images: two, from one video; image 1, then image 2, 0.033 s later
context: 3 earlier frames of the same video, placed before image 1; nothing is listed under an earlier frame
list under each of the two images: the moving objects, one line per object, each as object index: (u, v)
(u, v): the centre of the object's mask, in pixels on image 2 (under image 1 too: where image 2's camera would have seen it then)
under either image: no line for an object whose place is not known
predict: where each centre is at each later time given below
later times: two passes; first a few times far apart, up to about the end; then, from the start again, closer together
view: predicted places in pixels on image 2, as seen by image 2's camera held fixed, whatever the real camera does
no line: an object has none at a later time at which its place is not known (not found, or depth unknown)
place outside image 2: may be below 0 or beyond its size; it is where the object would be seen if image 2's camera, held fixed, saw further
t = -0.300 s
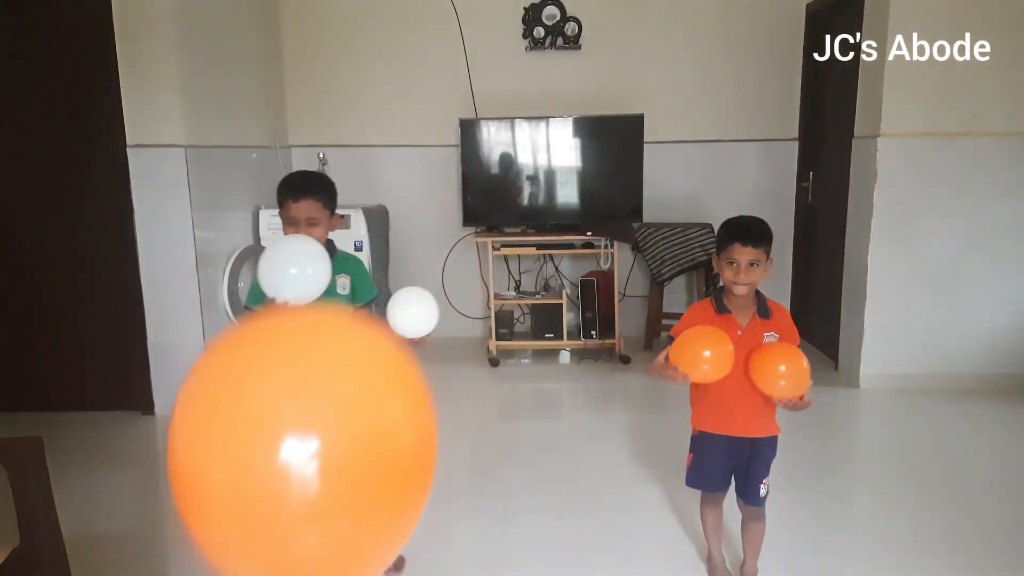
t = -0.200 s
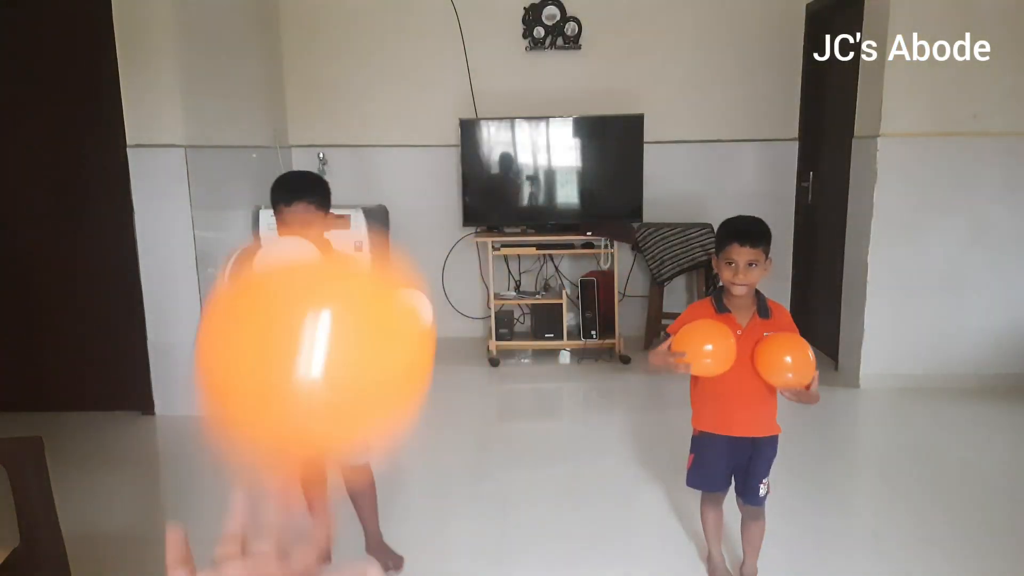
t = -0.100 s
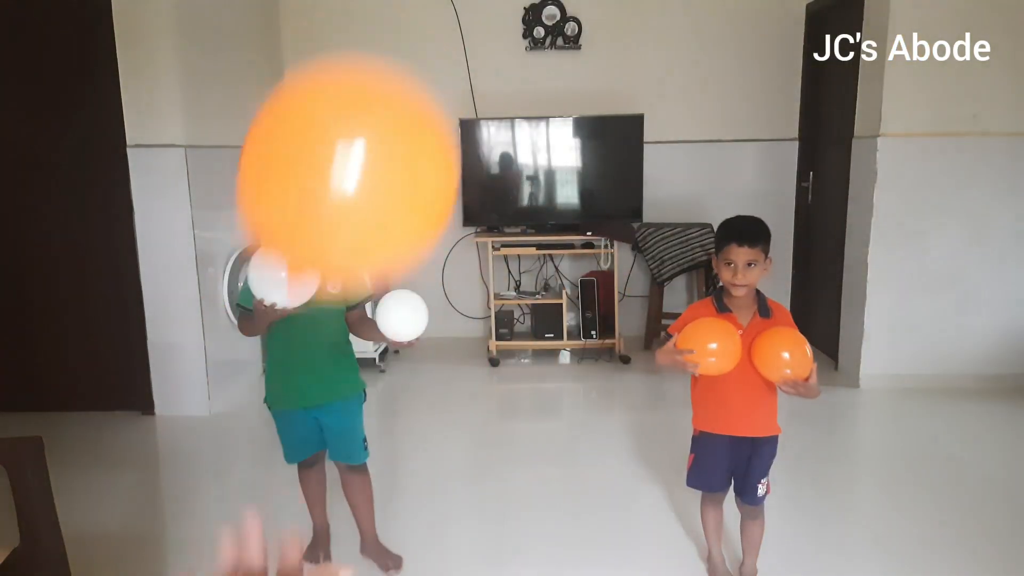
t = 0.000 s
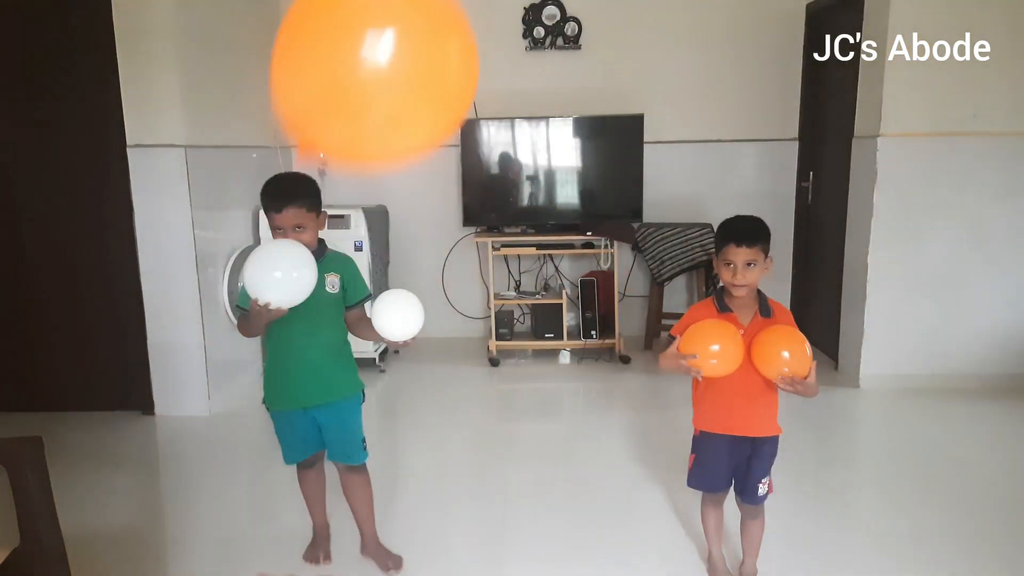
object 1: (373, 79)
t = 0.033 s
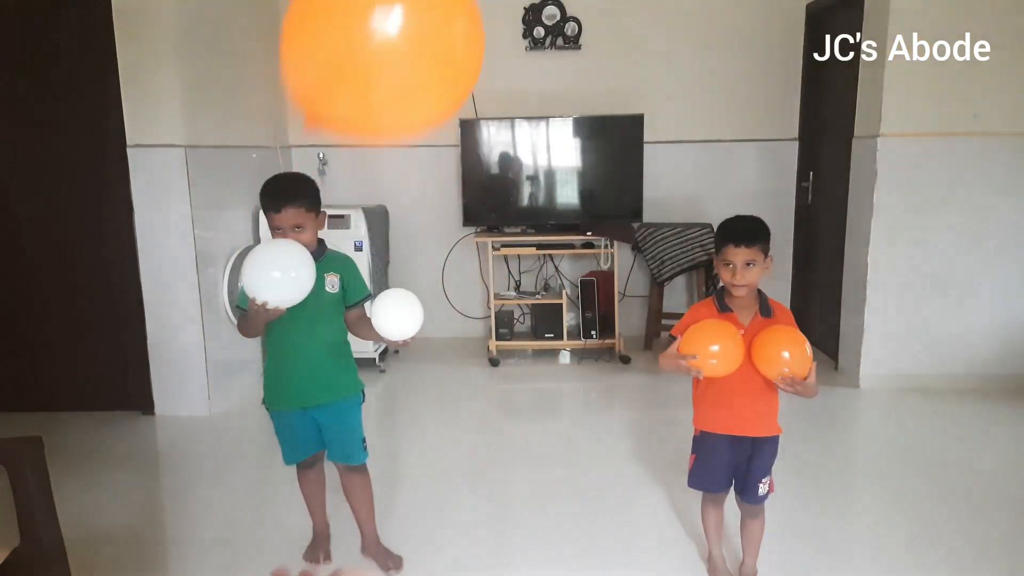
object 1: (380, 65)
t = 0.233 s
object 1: (419, 38)
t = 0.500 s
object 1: (439, 120)
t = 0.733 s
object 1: (449, 329)
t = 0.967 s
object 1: (447, 538)
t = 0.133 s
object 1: (402, 40)
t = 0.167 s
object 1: (408, 38)
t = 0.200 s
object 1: (415, 36)
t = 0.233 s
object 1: (419, 38)
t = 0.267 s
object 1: (423, 39)
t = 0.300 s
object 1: (426, 44)
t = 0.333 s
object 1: (430, 48)
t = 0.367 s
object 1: (432, 55)
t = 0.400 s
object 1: (434, 64)
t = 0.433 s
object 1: (435, 76)
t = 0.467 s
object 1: (437, 95)
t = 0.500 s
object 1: (439, 120)
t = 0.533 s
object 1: (441, 147)
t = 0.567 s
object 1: (442, 175)
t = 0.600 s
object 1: (444, 204)
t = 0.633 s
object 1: (447, 232)
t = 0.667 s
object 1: (449, 263)
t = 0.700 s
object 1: (448, 296)
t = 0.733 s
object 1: (449, 329)
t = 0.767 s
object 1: (451, 362)
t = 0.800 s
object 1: (449, 395)
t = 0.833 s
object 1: (449, 426)
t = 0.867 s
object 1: (449, 462)
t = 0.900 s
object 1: (448, 496)
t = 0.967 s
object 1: (447, 538)
